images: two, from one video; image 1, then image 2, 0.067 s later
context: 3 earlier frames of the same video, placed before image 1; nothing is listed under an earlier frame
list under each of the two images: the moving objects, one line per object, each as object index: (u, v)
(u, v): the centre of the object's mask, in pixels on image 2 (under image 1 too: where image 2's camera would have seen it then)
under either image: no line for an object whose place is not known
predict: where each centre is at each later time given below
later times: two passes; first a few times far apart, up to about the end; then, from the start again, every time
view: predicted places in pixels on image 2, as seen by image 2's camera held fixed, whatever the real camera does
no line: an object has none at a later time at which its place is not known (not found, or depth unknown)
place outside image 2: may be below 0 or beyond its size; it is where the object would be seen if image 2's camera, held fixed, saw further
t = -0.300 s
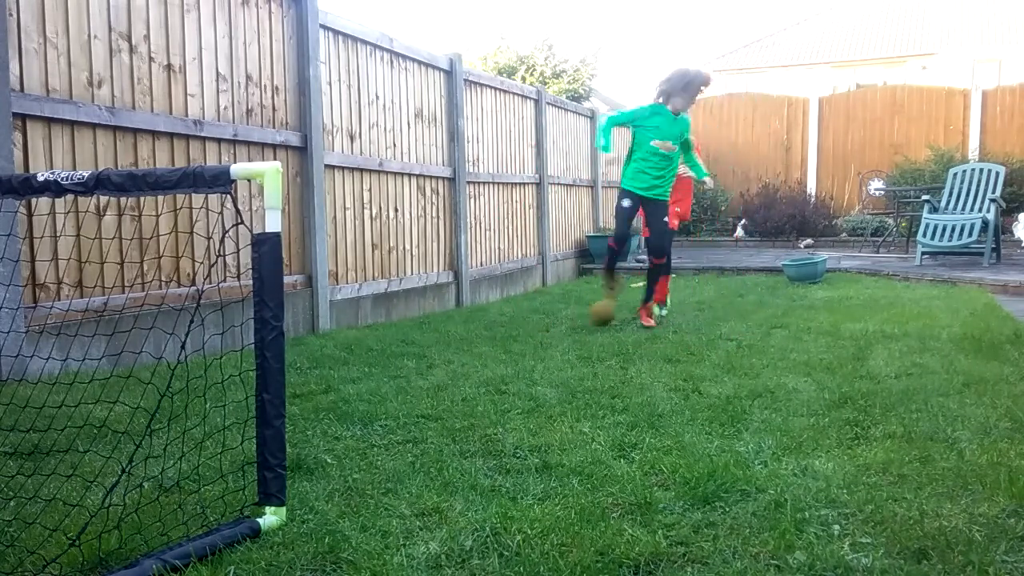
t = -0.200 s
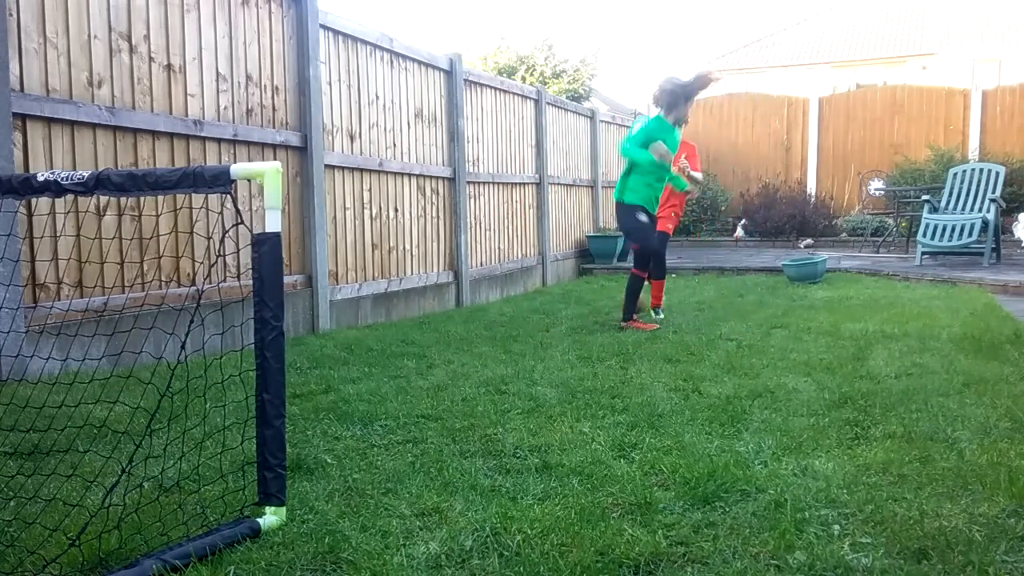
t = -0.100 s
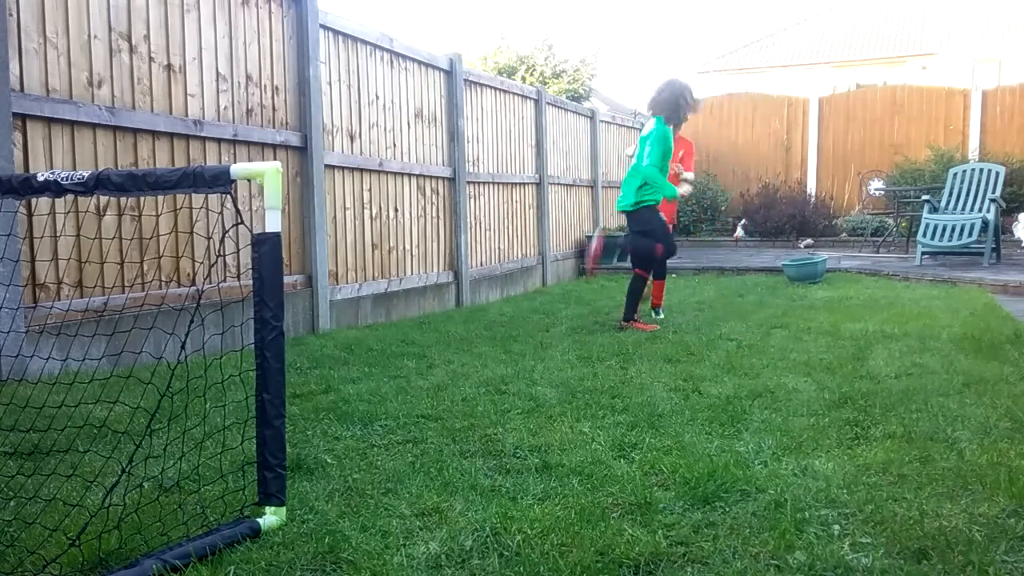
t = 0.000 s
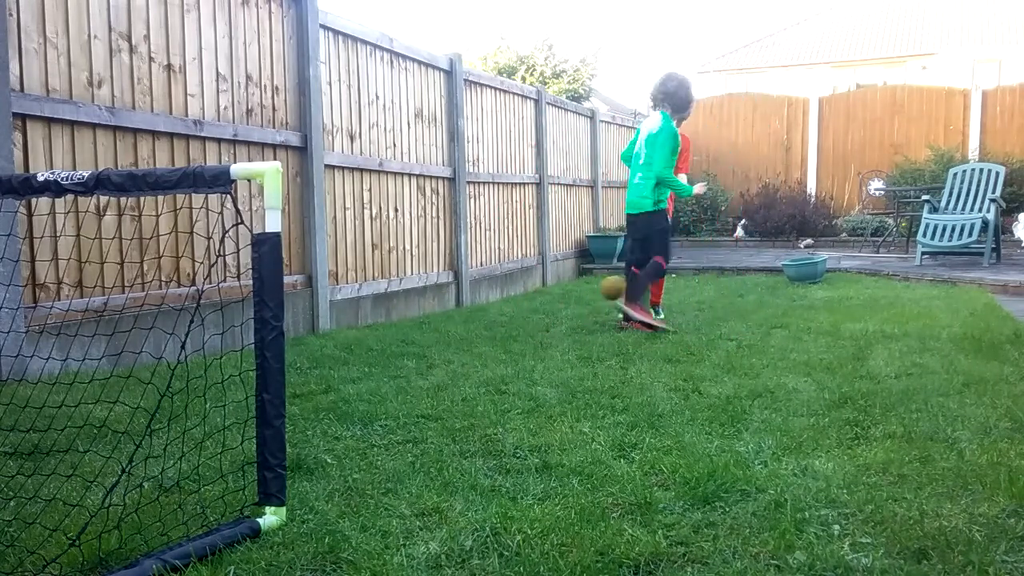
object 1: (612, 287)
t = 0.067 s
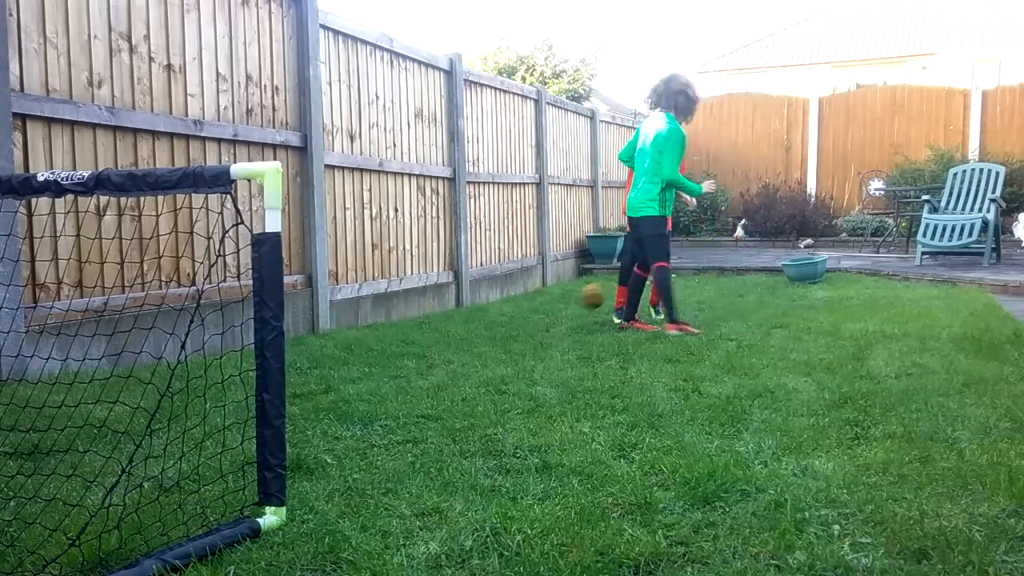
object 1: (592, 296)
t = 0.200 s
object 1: (551, 317)
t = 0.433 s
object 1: (494, 323)
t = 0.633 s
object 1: (444, 326)
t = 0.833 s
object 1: (400, 333)
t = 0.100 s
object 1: (582, 304)
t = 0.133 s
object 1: (571, 312)
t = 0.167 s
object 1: (559, 320)
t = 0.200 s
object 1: (551, 317)
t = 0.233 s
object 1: (544, 313)
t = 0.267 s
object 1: (537, 310)
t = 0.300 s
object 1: (528, 310)
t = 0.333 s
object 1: (520, 312)
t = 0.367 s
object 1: (512, 315)
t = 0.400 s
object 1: (503, 320)
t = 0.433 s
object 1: (494, 323)
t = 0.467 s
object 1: (486, 323)
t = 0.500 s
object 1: (478, 323)
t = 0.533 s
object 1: (470, 323)
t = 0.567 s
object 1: (462, 324)
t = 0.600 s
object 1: (453, 325)
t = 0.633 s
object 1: (444, 326)
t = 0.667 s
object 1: (436, 327)
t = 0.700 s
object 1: (429, 326)
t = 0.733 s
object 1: (422, 326)
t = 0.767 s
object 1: (414, 328)
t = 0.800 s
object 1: (407, 331)
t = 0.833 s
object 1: (400, 333)
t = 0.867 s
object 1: (394, 333)
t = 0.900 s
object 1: (387, 332)
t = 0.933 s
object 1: (381, 332)
